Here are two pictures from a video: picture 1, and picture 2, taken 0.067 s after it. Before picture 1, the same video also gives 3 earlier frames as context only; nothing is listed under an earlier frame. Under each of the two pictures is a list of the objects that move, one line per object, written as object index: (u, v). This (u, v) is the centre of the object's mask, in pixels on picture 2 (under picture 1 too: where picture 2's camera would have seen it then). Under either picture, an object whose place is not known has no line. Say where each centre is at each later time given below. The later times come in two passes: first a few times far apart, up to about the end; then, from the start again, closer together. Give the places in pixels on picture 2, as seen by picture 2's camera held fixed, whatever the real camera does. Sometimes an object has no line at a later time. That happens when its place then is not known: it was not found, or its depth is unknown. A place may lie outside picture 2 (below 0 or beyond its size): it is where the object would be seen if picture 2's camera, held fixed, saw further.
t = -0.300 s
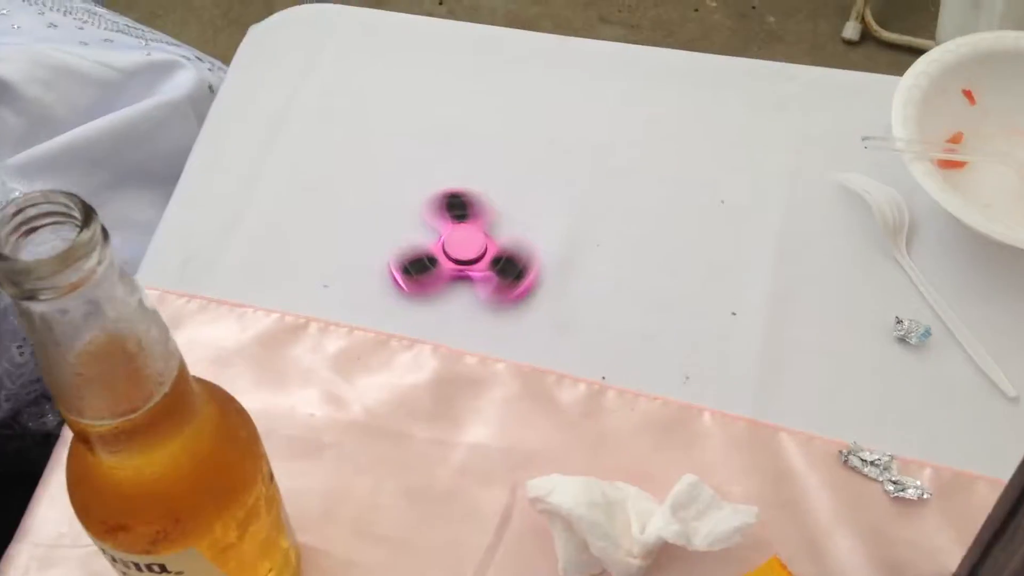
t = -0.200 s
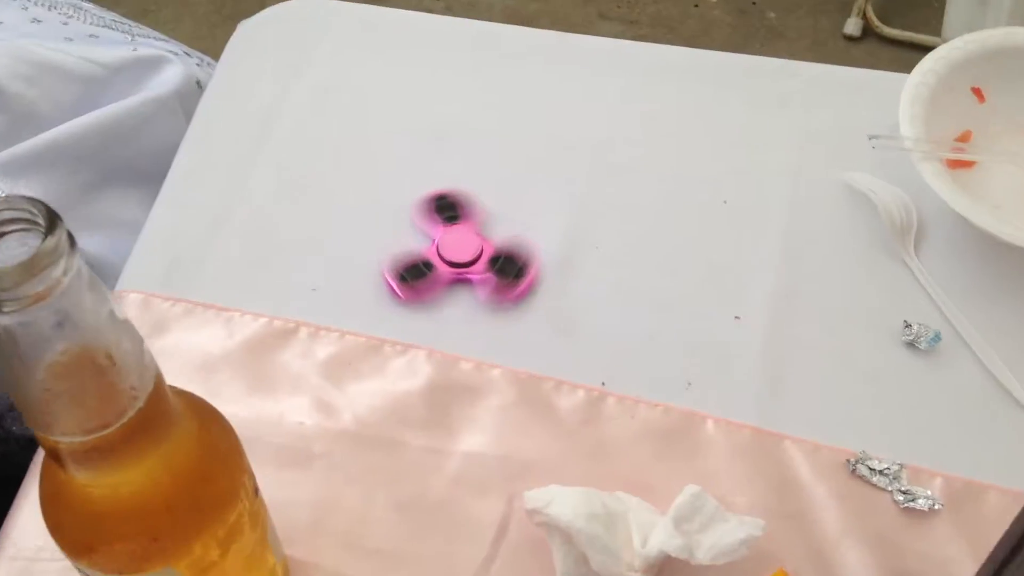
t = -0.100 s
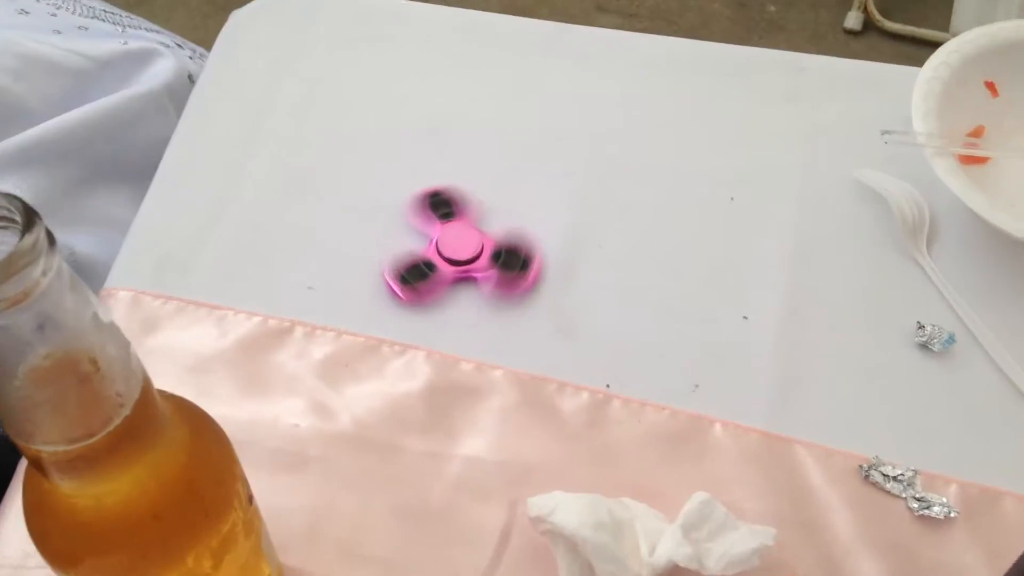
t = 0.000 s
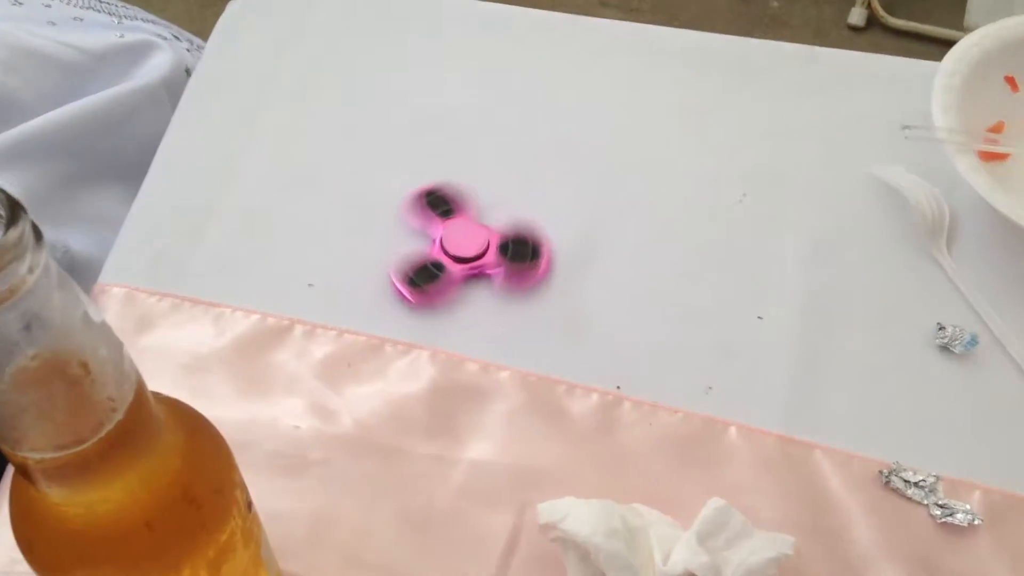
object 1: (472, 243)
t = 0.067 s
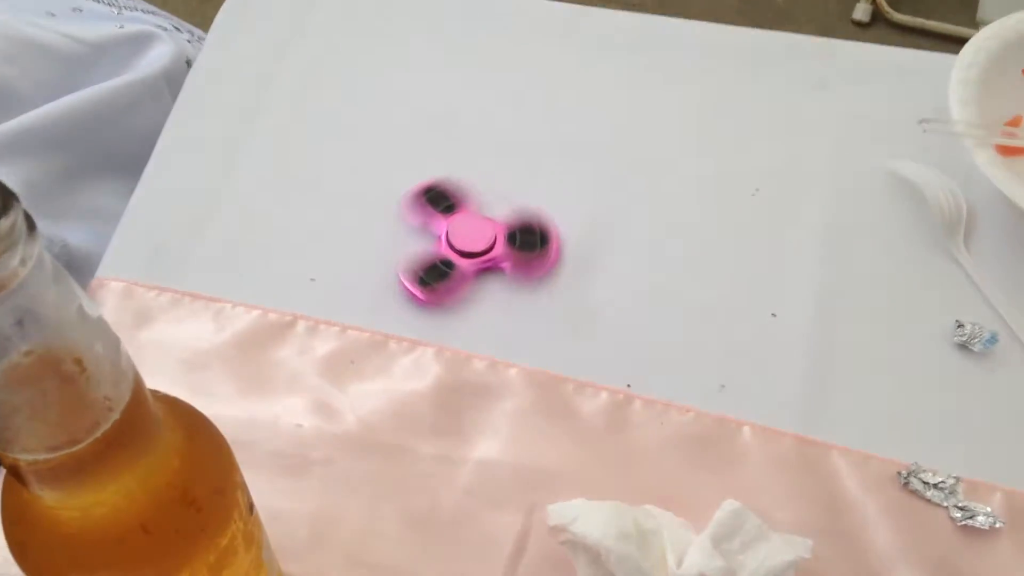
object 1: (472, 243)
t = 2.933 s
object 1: (477, 248)
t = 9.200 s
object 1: (481, 240)
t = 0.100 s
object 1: (471, 243)
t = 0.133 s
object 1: (472, 243)
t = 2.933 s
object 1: (477, 248)
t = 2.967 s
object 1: (478, 247)
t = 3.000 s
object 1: (480, 245)
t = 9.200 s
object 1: (481, 240)
